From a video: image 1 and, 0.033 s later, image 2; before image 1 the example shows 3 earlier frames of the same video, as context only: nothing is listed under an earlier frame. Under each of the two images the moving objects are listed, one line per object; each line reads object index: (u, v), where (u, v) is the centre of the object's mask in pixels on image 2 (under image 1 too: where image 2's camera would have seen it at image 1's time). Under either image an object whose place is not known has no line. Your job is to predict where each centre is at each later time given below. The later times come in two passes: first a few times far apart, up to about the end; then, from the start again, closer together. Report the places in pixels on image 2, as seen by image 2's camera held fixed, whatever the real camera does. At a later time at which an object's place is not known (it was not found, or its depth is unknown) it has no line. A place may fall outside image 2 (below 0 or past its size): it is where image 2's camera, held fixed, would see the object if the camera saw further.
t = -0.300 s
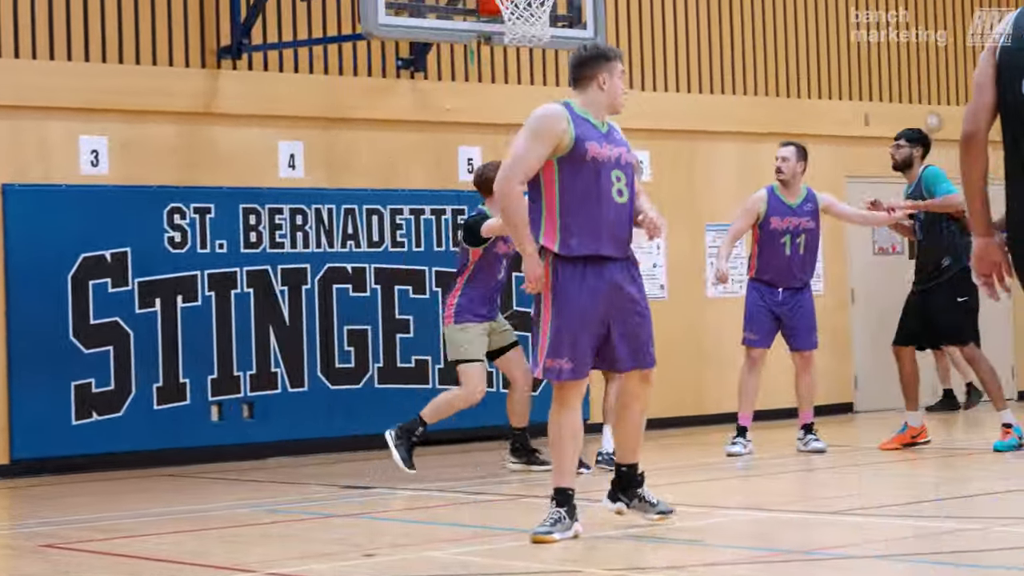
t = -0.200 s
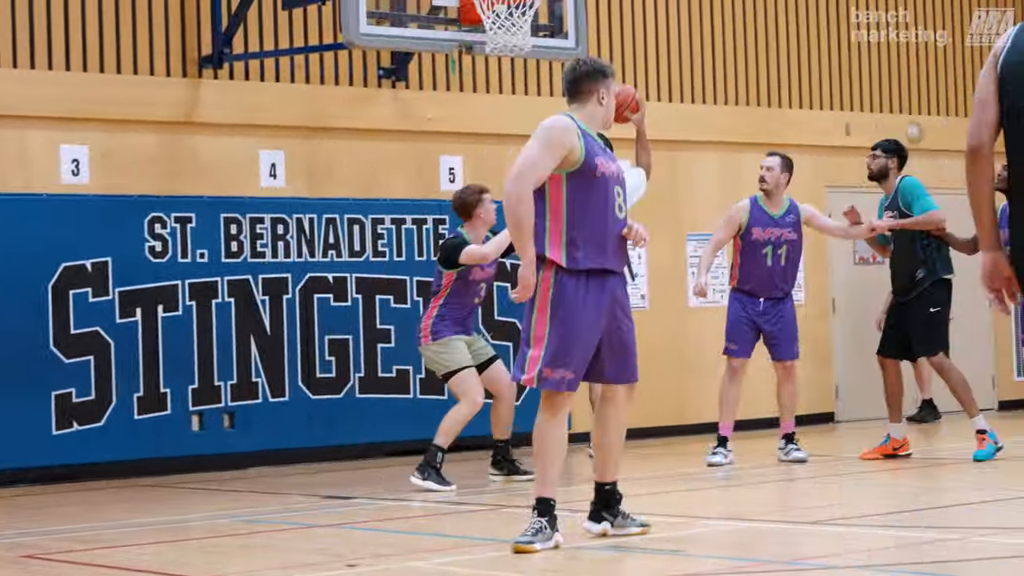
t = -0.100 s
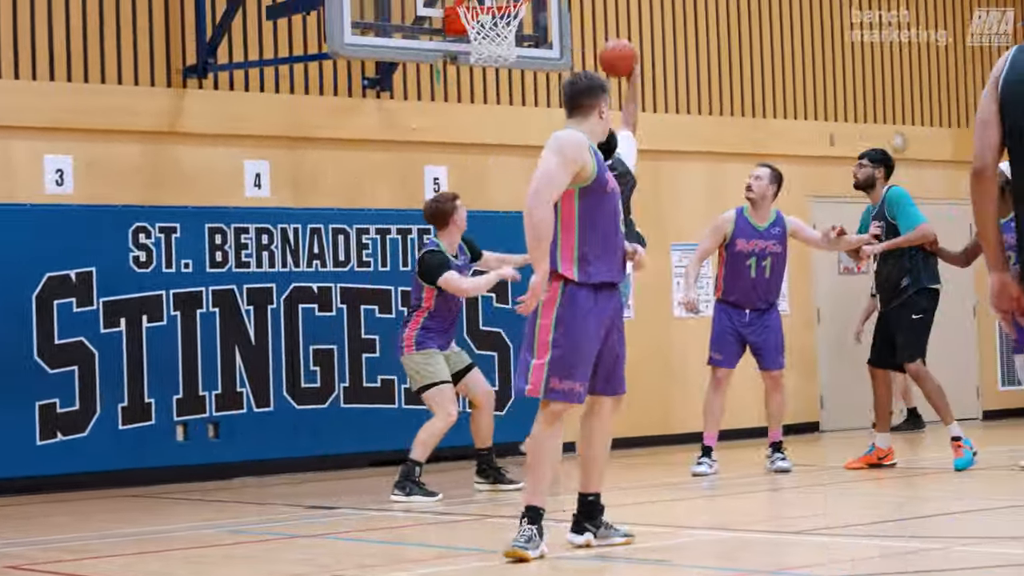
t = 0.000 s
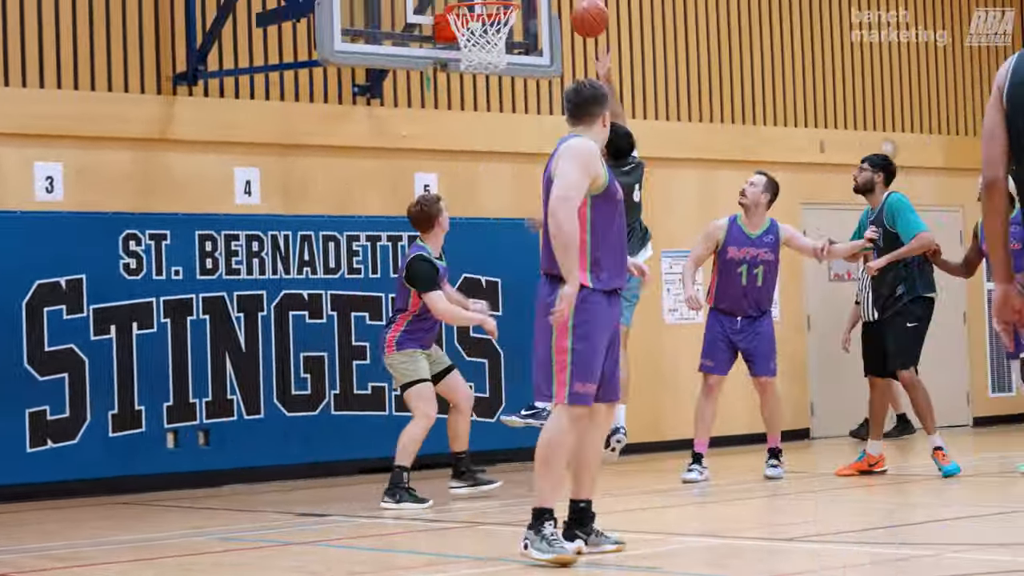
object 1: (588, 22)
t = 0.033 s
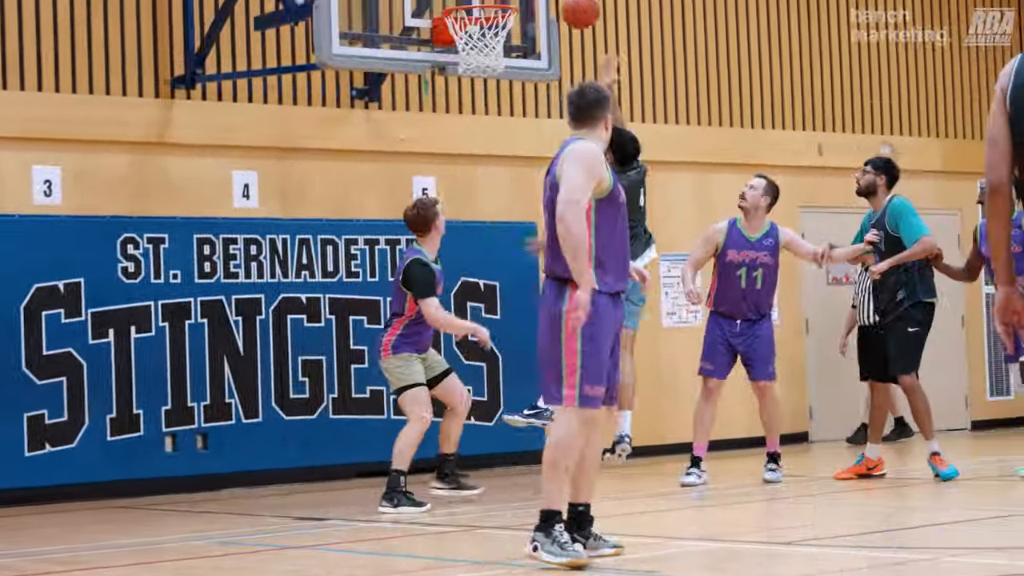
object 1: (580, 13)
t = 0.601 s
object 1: (492, 2)
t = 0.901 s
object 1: (461, 42)
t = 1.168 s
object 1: (486, 94)
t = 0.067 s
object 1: (574, 5)
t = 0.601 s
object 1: (492, 2)
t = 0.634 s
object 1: (489, 2)
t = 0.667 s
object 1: (486, 0)
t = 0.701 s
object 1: (481, 3)
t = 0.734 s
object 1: (476, 9)
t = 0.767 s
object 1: (474, 14)
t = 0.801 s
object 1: (473, 24)
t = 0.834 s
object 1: (469, 24)
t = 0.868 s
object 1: (463, 37)
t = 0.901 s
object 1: (461, 42)
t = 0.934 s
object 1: (462, 50)
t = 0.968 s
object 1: (462, 53)
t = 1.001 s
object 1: (466, 59)
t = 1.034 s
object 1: (468, 62)
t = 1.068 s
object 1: (473, 72)
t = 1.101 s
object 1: (478, 81)
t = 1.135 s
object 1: (482, 85)
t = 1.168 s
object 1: (486, 94)
